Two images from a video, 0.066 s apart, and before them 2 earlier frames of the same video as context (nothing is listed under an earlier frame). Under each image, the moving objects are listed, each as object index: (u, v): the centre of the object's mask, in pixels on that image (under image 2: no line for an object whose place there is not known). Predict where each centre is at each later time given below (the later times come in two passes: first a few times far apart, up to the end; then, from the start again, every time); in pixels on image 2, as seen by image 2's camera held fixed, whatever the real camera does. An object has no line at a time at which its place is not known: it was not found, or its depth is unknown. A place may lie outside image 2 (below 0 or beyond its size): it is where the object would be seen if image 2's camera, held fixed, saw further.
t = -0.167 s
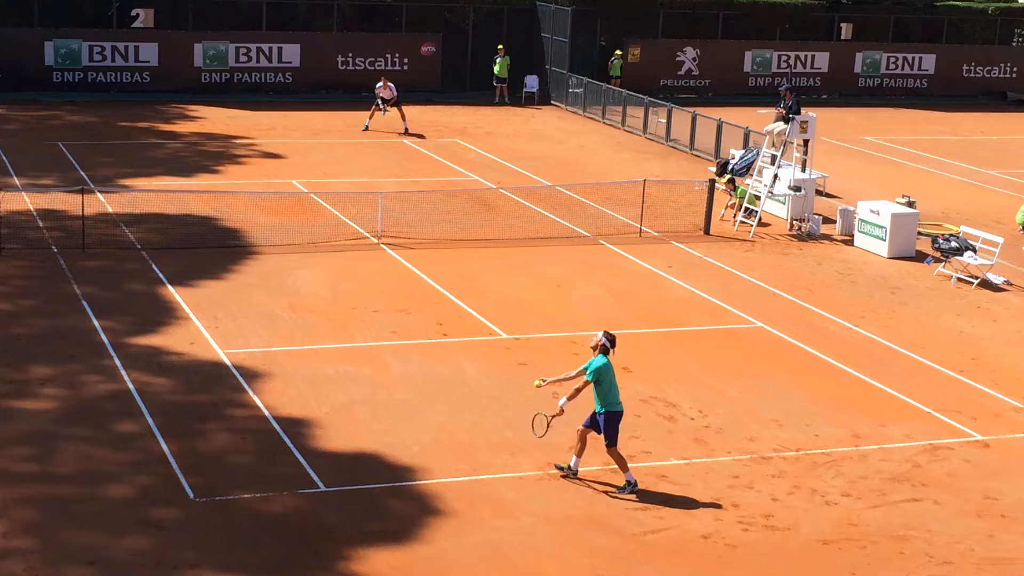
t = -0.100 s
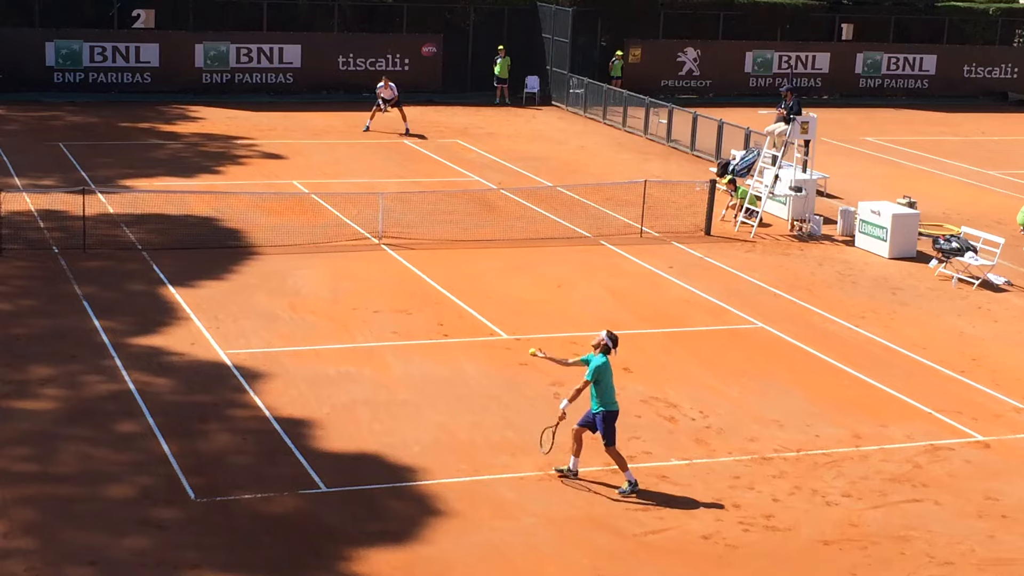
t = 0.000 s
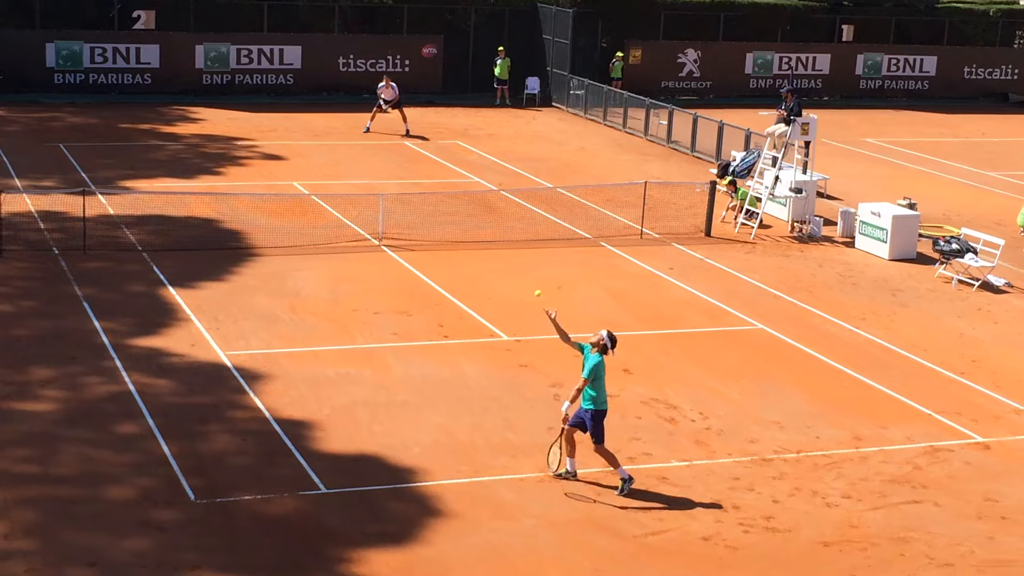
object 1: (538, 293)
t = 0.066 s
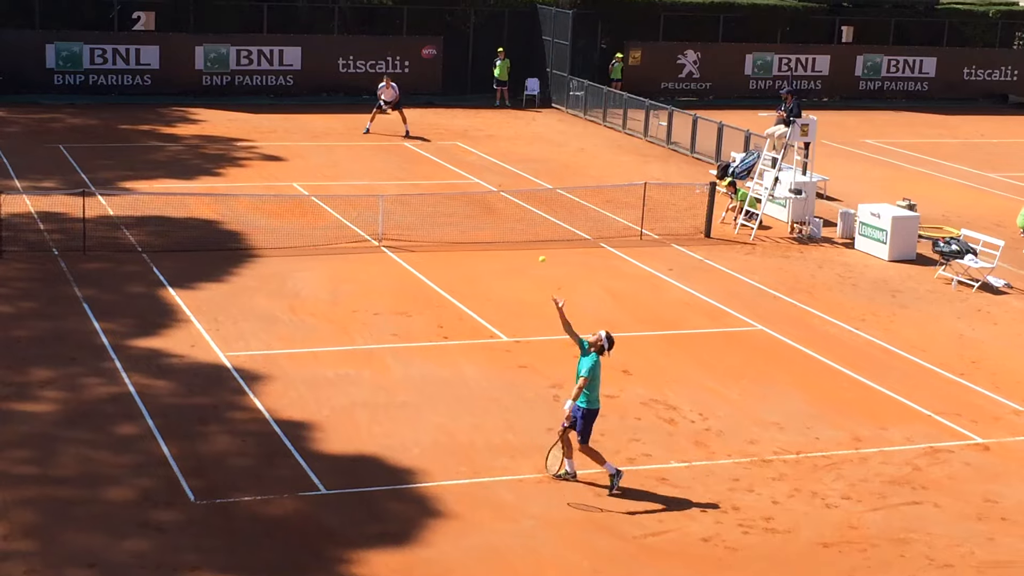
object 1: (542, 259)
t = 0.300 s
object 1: (555, 166)
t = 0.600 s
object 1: (568, 121)
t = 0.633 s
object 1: (568, 121)
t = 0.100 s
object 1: (544, 242)
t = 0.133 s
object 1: (546, 227)
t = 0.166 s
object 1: (548, 213)
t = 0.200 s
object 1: (550, 199)
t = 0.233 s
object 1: (552, 187)
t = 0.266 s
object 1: (554, 176)
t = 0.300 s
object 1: (555, 166)
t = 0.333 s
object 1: (557, 157)
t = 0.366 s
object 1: (559, 149)
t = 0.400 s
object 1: (560, 142)
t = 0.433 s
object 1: (562, 136)
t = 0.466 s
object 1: (563, 131)
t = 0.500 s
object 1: (564, 127)
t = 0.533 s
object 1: (565, 124)
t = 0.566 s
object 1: (566, 122)
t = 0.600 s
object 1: (568, 121)
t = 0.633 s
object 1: (568, 121)
